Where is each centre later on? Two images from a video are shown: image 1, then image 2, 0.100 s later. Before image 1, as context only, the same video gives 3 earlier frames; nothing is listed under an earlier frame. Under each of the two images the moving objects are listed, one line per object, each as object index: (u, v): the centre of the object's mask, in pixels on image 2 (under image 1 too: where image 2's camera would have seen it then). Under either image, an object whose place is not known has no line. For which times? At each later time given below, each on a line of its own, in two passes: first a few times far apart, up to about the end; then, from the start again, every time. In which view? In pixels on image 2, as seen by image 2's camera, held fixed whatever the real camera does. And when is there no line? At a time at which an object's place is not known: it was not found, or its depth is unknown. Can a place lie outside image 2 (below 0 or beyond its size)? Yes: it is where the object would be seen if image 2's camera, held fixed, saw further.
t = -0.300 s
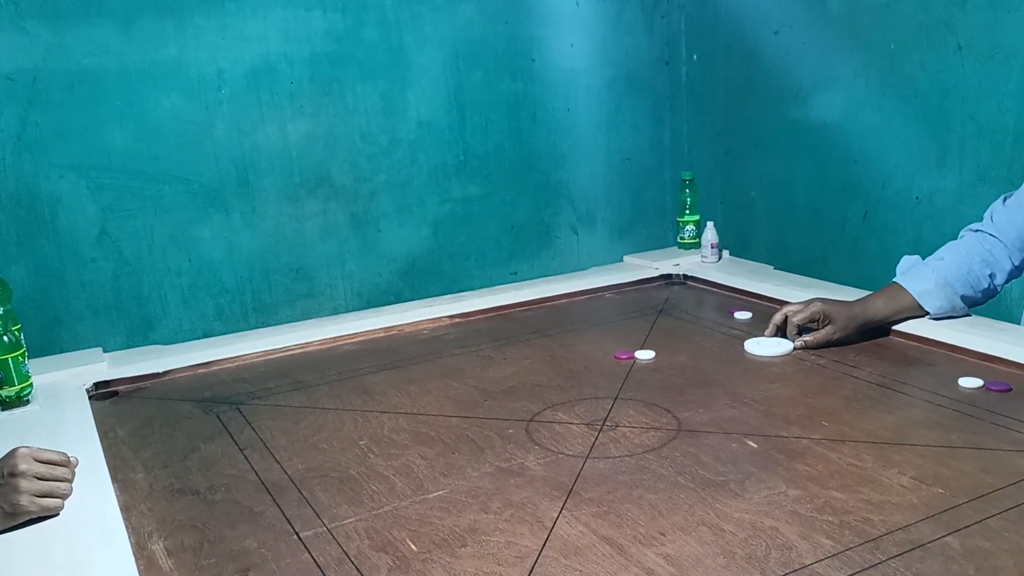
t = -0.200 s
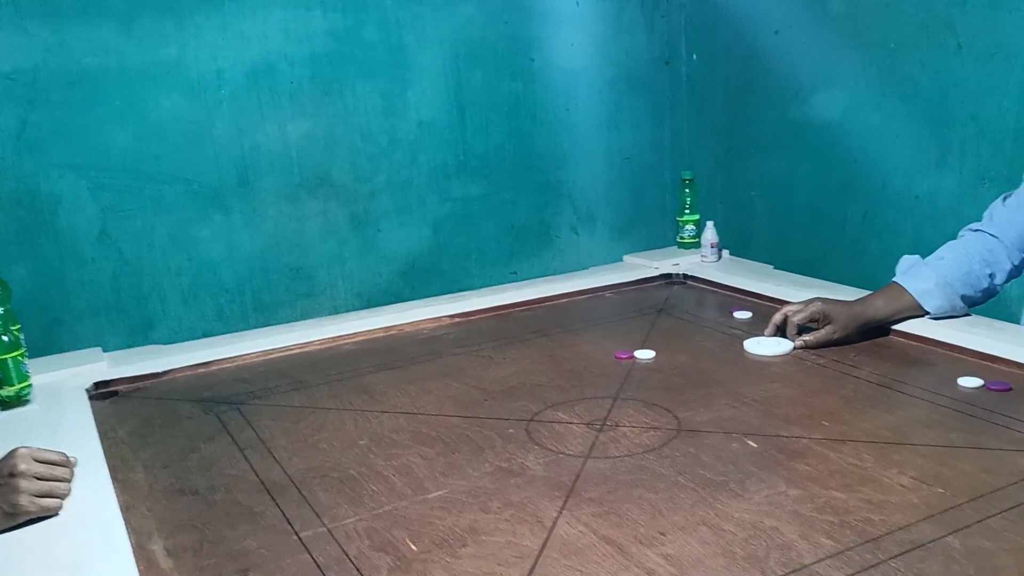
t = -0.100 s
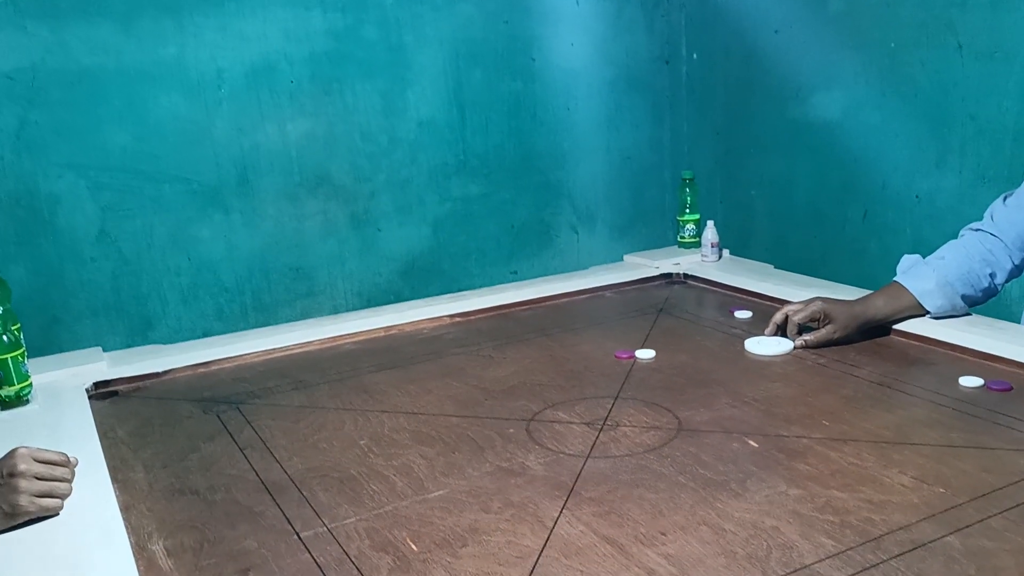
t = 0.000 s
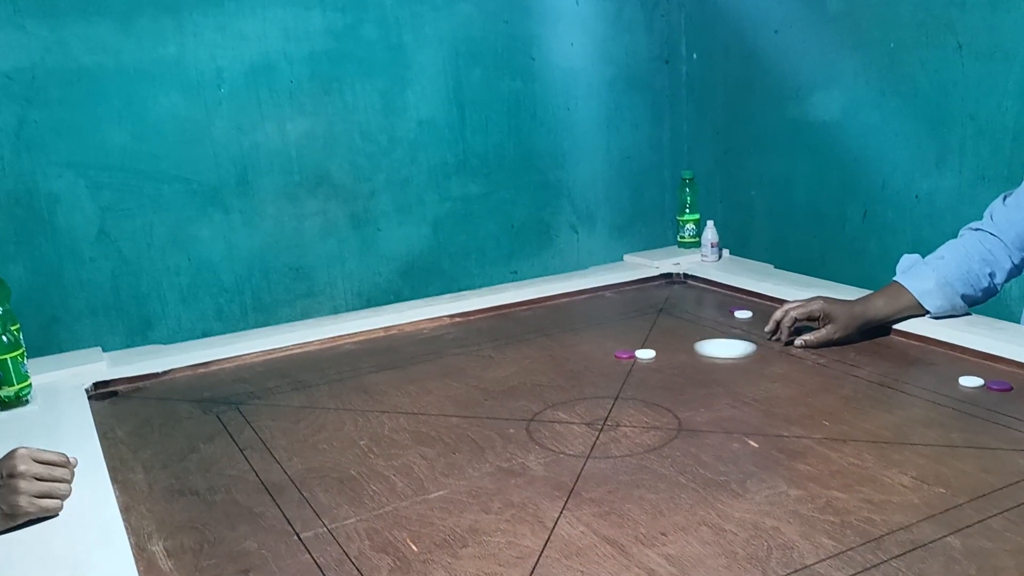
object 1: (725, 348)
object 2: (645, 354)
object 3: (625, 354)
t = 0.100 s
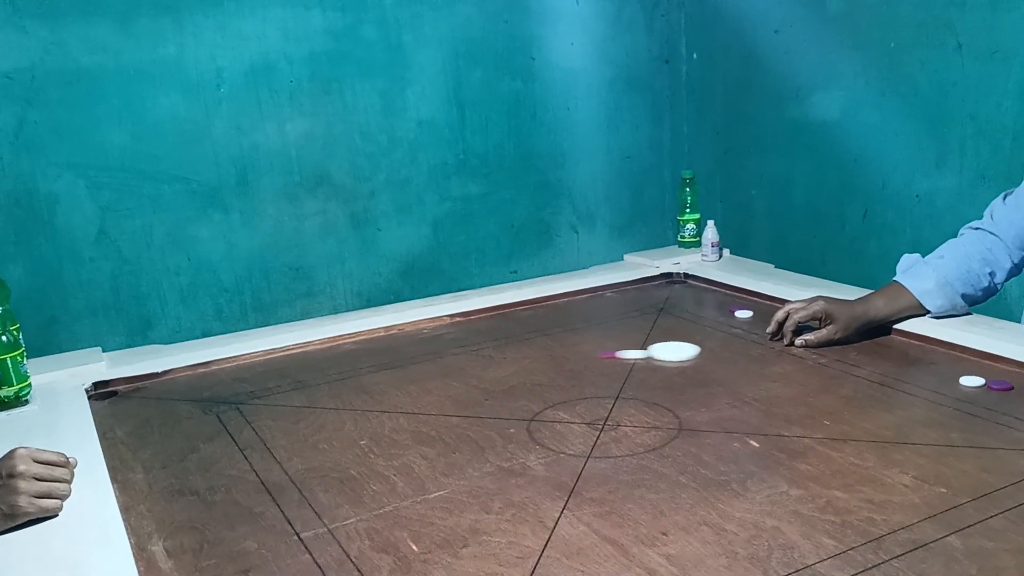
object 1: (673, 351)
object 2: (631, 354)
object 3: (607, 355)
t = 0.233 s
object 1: (629, 355)
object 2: (537, 361)
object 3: (503, 359)
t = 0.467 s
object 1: (563, 359)
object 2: (379, 372)
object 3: (326, 368)
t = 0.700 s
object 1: (511, 362)
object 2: (235, 382)
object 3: (181, 382)
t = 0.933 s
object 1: (471, 364)
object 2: (105, 394)
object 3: (119, 416)
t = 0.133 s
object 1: (662, 352)
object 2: (608, 356)
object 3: (581, 356)
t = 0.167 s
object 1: (651, 353)
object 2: (584, 358)
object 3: (555, 357)
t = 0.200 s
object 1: (640, 354)
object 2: (561, 359)
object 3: (529, 359)
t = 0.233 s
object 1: (629, 355)
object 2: (537, 361)
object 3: (503, 359)
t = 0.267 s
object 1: (619, 355)
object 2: (514, 363)
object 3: (476, 360)
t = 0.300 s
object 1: (609, 356)
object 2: (491, 364)
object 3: (450, 362)
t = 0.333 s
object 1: (599, 356)
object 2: (468, 366)
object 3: (424, 363)
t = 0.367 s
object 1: (590, 357)
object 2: (445, 368)
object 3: (399, 364)
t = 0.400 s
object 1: (581, 358)
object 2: (423, 369)
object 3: (376, 365)
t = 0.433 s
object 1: (572, 358)
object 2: (401, 371)
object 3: (352, 366)
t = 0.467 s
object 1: (563, 359)
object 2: (379, 372)
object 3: (326, 368)
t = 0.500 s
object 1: (555, 359)
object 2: (359, 373)
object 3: (304, 369)
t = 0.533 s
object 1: (547, 360)
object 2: (337, 375)
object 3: (280, 370)
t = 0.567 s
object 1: (539, 360)
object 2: (316, 377)
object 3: (257, 371)
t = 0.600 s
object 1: (532, 360)
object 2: (296, 378)
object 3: (234, 371)
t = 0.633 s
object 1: (525, 361)
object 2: (276, 380)
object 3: (212, 372)
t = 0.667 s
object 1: (518, 361)
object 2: (255, 381)
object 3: (196, 376)
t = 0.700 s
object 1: (511, 362)
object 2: (235, 382)
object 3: (181, 382)
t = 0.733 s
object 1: (505, 362)
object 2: (215, 384)
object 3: (168, 388)
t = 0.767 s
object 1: (499, 362)
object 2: (196, 385)
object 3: (154, 394)
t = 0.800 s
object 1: (493, 363)
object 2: (177, 386)
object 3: (139, 399)
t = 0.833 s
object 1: (487, 363)
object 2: (159, 387)
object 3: (125, 406)
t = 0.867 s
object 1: (481, 364)
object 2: (139, 389)
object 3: (111, 412)
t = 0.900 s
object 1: (476, 364)
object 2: (122, 390)
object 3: (106, 416)
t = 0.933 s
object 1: (471, 364)
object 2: (105, 394)
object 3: (119, 416)
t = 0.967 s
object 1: (467, 365)
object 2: (99, 398)
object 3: (129, 417)
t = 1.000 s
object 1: (462, 365)
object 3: (140, 419)
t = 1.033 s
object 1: (458, 365)
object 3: (151, 419)
